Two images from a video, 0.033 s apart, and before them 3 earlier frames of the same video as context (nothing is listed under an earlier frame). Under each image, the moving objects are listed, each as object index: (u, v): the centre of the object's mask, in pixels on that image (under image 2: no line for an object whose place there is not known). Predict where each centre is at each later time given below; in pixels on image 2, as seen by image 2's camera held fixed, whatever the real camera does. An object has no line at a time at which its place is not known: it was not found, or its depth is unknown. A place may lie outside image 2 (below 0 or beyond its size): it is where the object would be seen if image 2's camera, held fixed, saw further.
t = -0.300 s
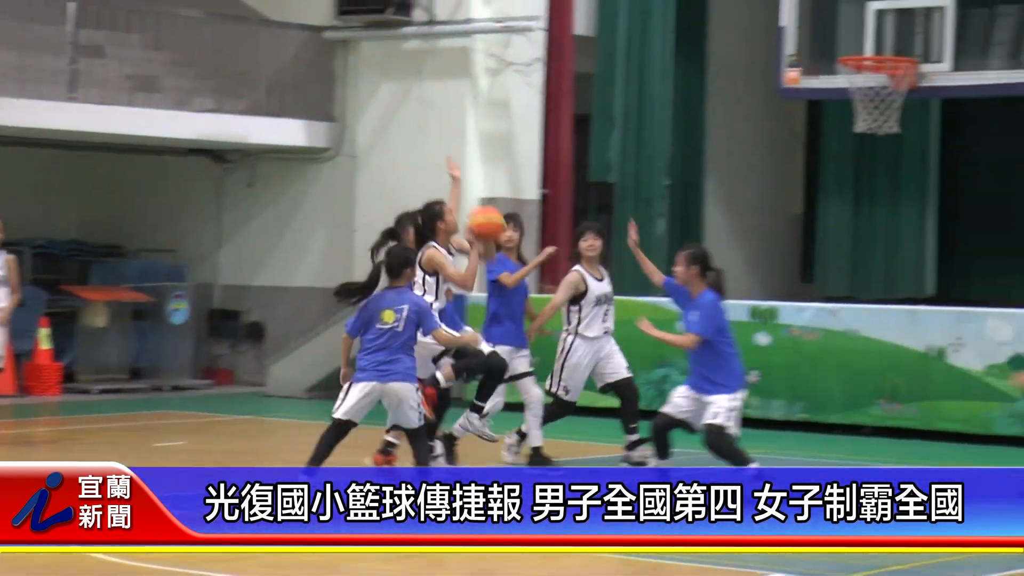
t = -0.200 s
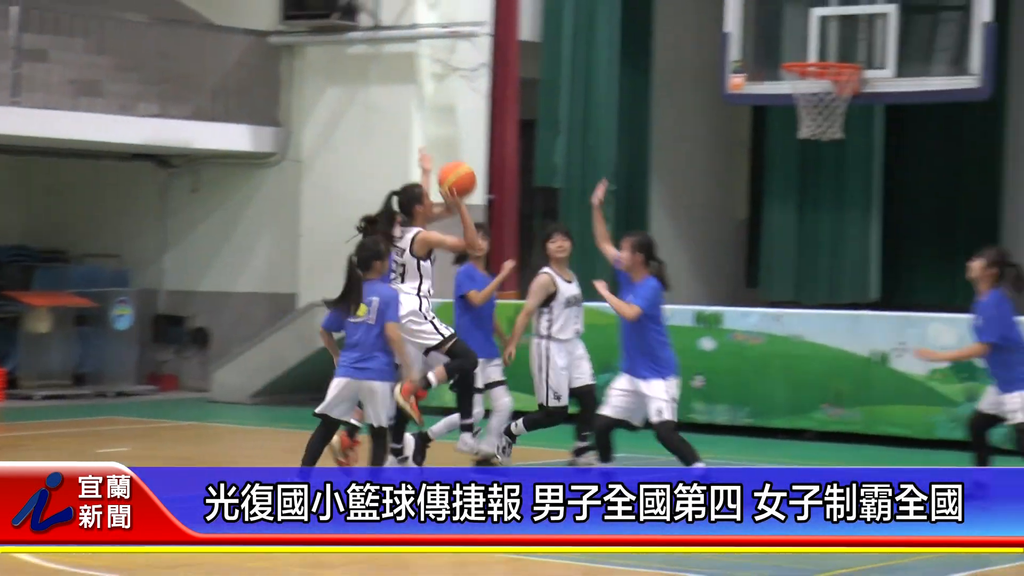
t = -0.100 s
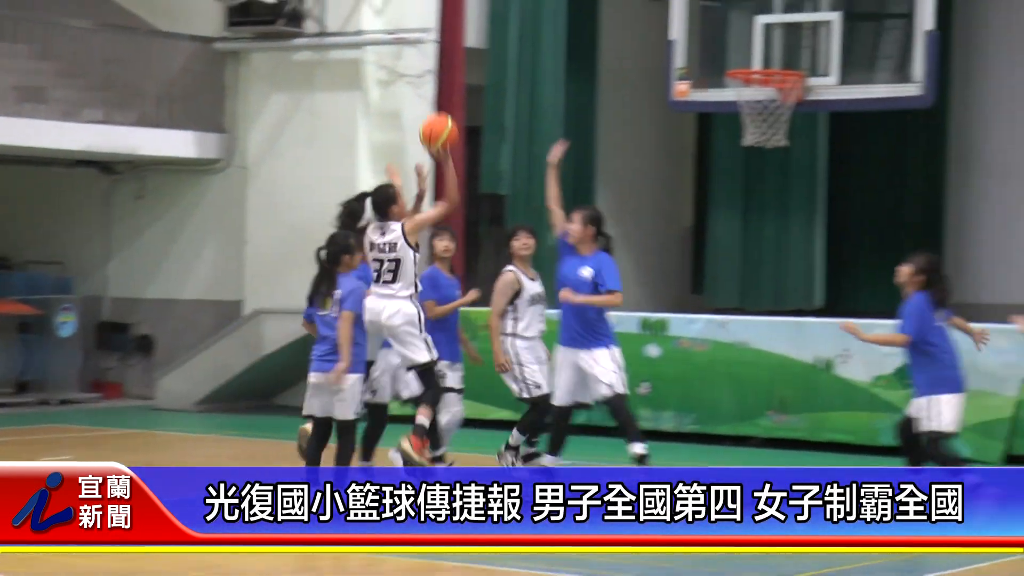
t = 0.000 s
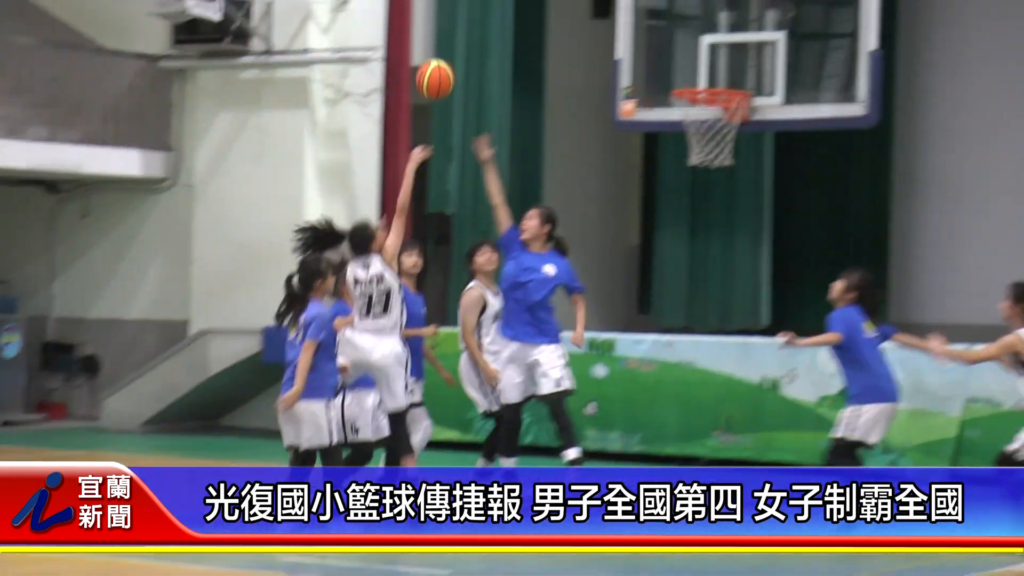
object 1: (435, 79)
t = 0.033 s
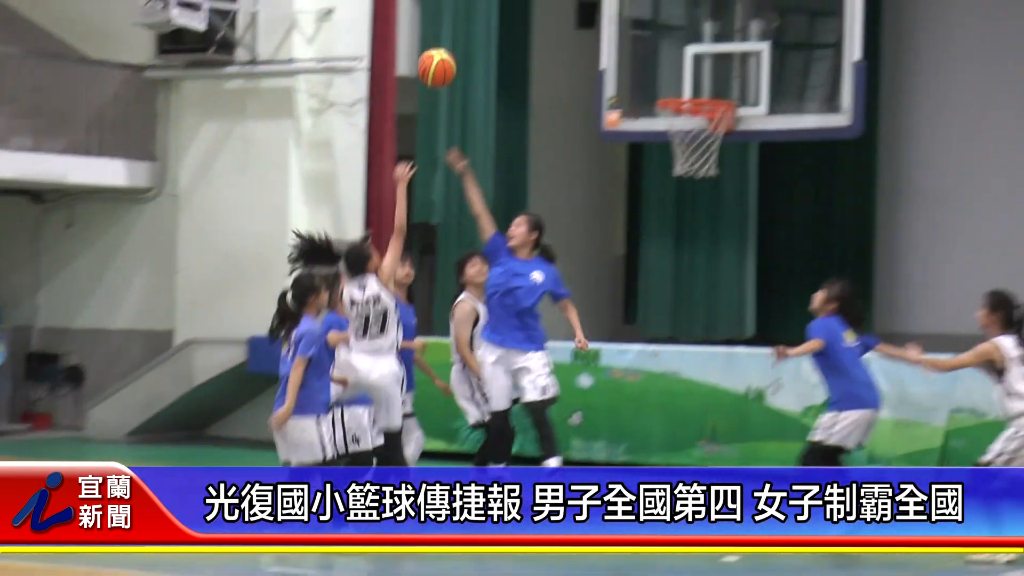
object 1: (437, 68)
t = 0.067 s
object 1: (451, 48)
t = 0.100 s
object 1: (465, 29)
